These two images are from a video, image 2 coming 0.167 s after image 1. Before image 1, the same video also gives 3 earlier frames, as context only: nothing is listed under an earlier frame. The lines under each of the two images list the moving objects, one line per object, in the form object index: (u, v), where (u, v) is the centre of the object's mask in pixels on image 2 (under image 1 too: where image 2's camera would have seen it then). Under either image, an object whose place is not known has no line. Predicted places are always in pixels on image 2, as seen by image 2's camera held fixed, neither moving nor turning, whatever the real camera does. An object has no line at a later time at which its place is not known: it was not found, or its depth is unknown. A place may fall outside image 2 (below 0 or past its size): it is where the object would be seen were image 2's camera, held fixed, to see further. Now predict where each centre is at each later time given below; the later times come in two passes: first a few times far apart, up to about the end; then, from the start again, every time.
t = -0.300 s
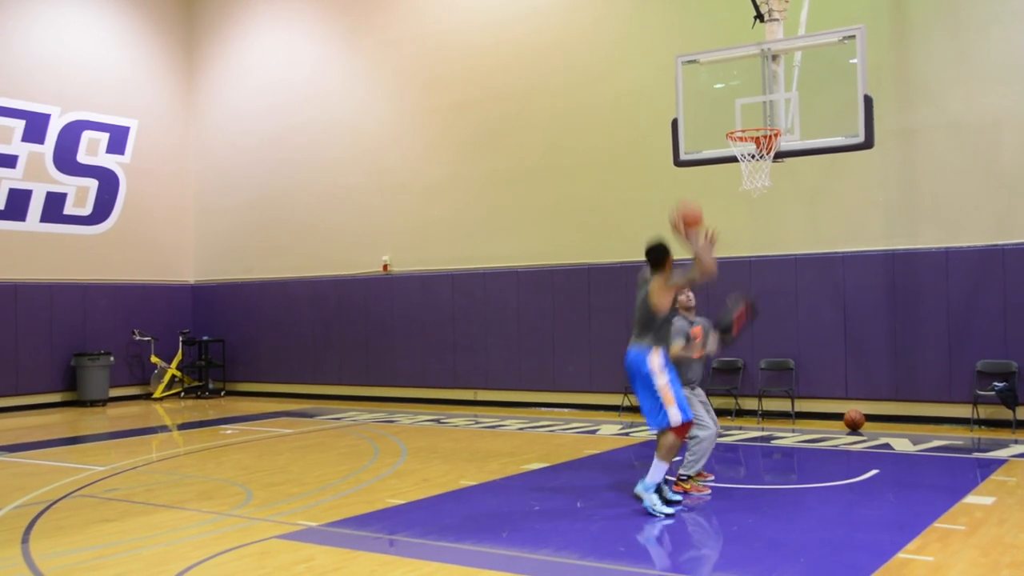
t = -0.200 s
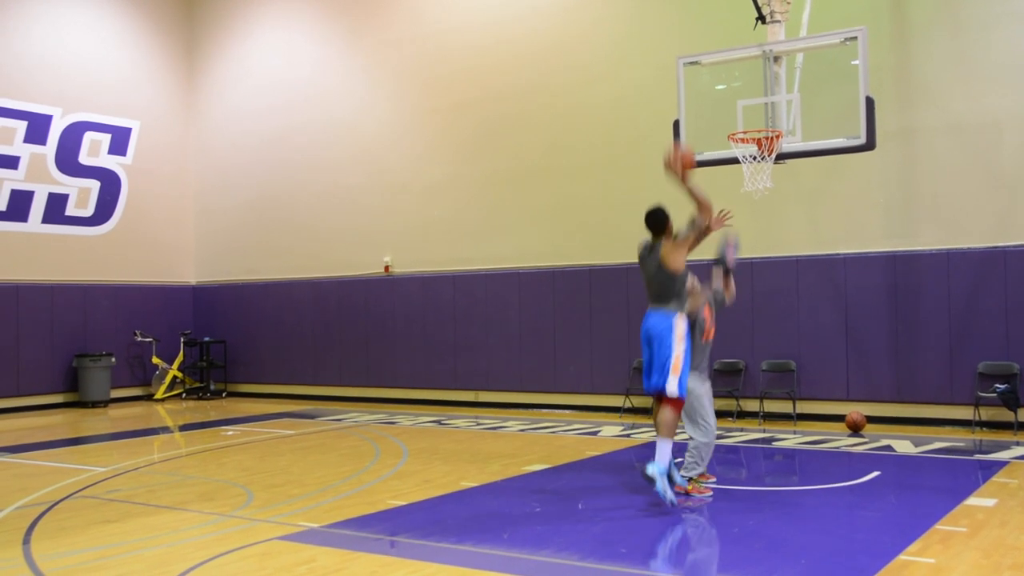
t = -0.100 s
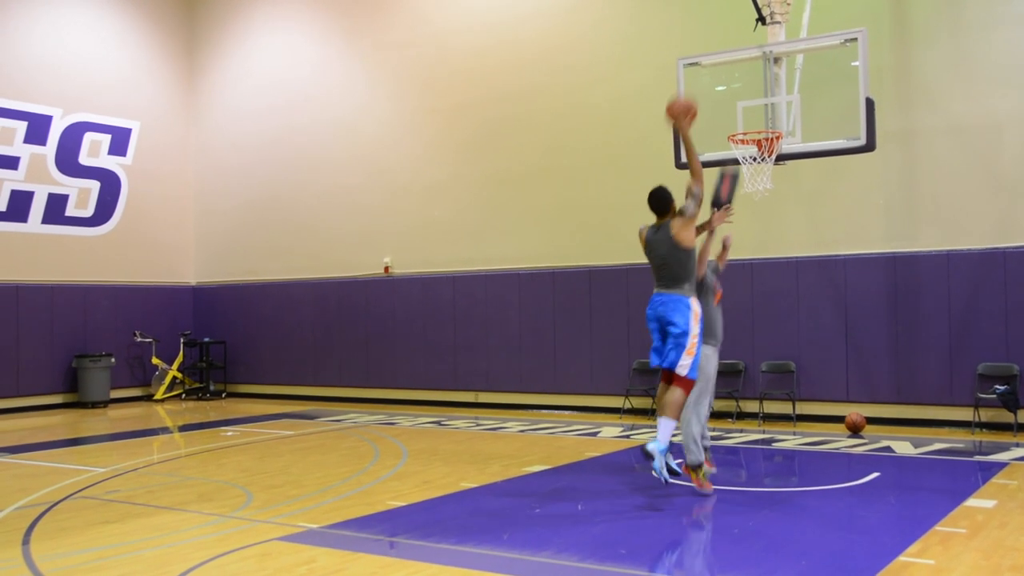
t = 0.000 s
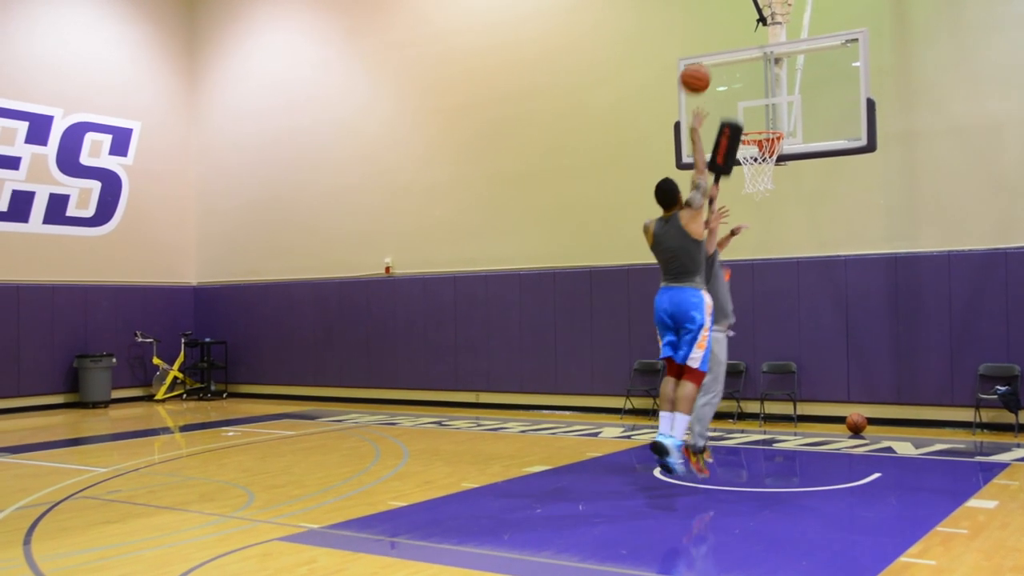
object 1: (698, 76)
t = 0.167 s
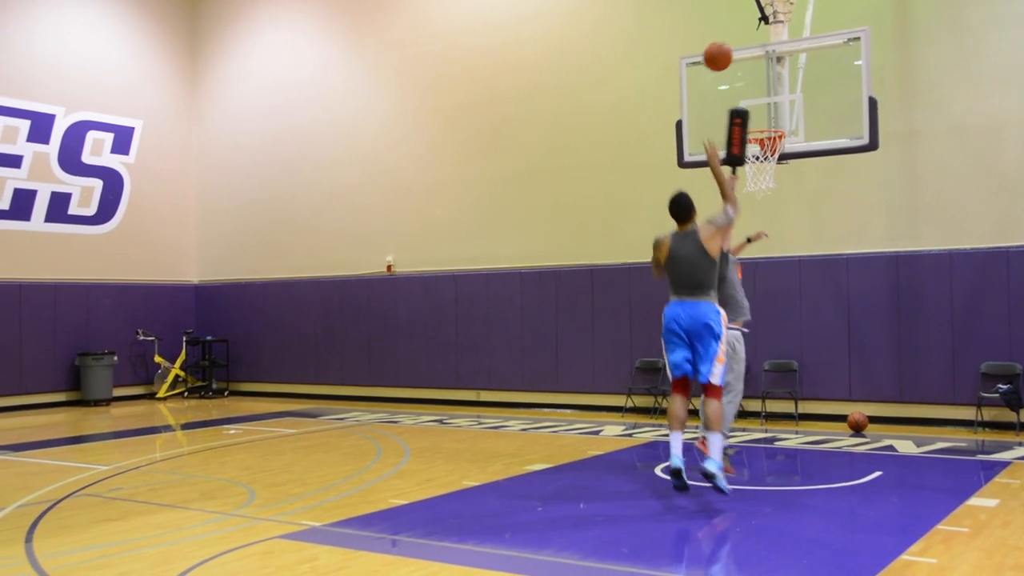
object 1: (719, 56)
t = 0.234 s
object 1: (726, 57)
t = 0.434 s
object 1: (748, 89)
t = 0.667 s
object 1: (765, 167)
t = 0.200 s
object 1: (723, 56)
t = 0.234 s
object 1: (726, 57)
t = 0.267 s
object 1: (729, 59)
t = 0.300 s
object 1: (733, 63)
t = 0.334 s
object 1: (736, 68)
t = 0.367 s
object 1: (740, 74)
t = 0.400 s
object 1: (744, 81)
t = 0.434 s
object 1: (748, 89)
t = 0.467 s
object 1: (751, 98)
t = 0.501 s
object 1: (755, 108)
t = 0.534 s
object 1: (758, 118)
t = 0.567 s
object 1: (761, 125)
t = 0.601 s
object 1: (767, 146)
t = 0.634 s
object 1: (769, 150)
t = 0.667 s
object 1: (765, 167)
